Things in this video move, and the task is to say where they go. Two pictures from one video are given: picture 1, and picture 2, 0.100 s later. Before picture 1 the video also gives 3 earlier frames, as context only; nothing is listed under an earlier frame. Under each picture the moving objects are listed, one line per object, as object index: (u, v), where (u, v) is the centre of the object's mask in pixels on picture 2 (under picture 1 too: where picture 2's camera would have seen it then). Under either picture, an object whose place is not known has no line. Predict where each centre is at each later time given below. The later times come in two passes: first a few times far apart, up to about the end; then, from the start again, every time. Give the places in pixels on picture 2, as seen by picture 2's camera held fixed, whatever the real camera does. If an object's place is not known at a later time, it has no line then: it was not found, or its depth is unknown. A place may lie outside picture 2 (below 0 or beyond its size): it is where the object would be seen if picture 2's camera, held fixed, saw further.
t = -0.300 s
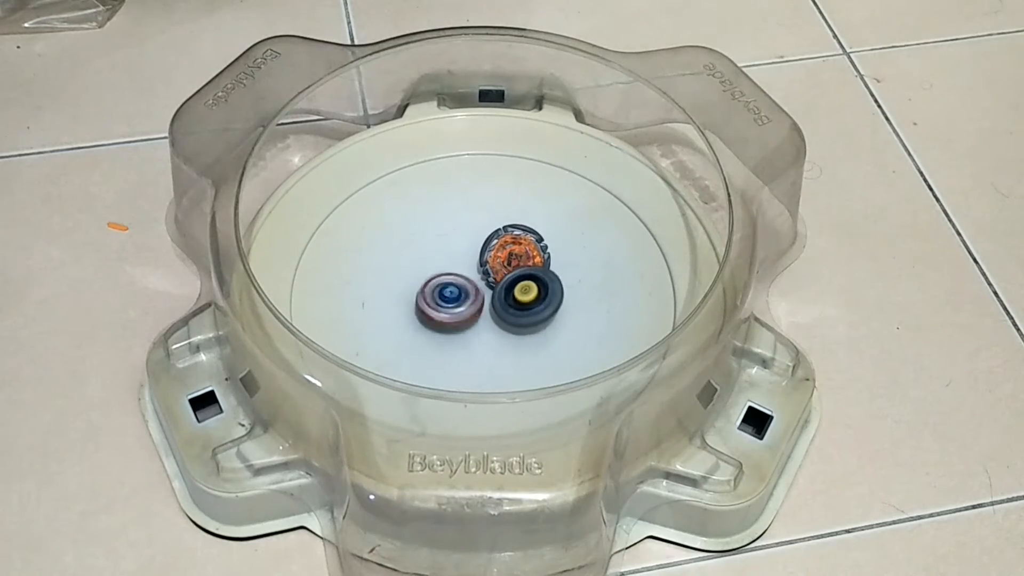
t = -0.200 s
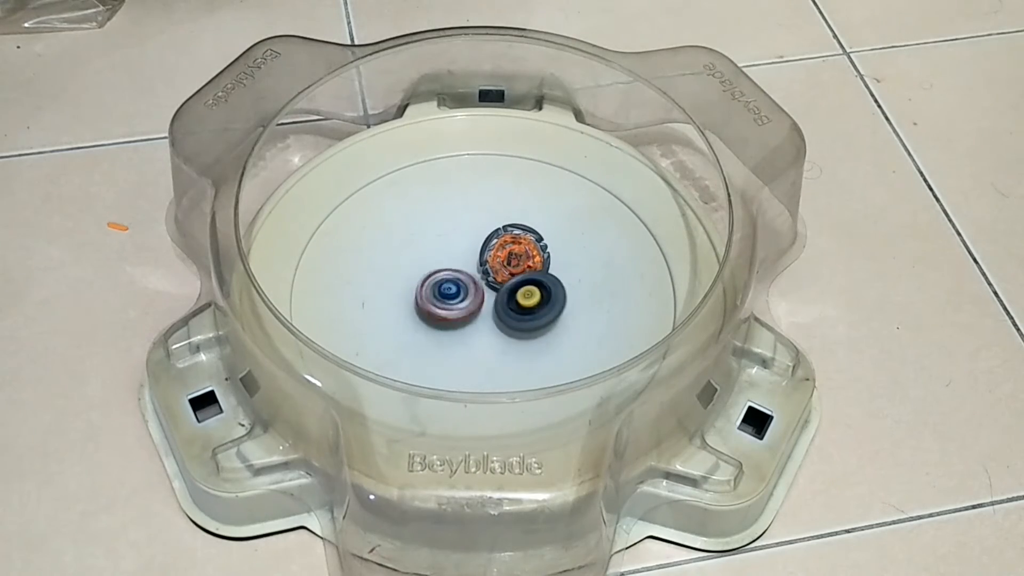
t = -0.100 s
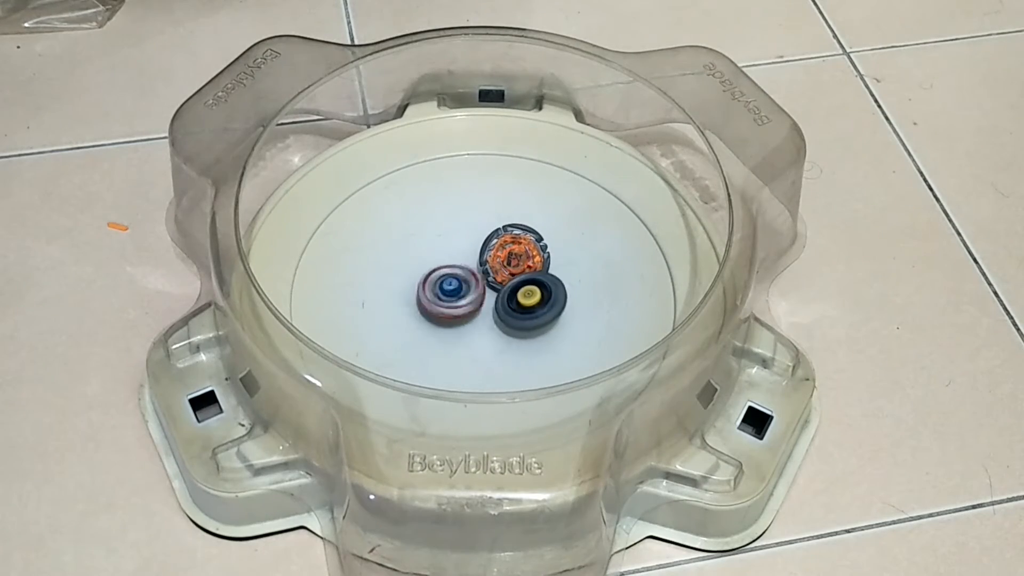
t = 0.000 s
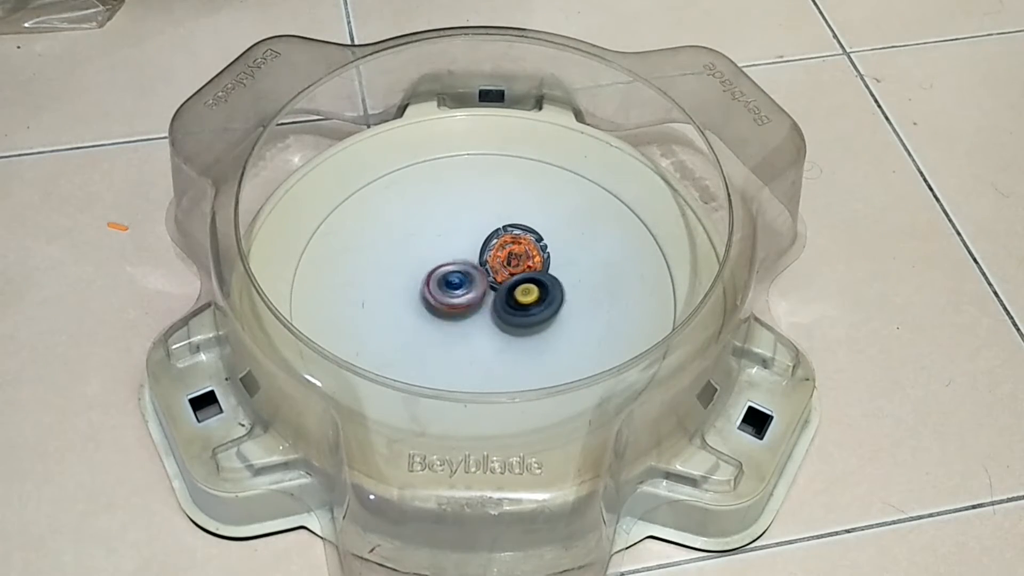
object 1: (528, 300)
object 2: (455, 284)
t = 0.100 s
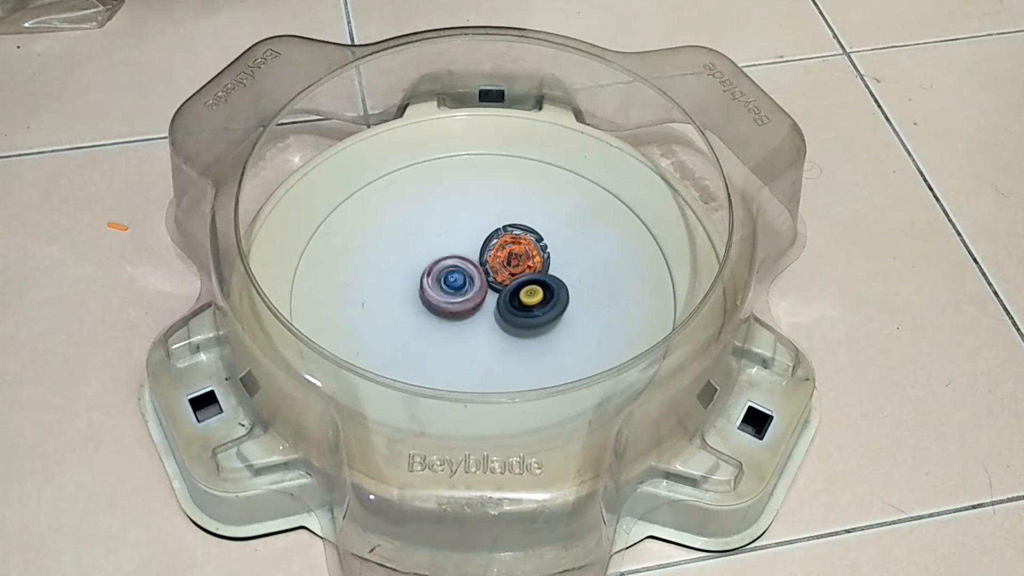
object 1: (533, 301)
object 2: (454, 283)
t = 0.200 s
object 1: (526, 302)
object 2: (453, 284)
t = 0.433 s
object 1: (517, 310)
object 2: (445, 284)
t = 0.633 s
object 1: (526, 314)
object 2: (438, 289)
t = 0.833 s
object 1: (523, 312)
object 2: (443, 292)
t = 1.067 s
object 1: (556, 319)
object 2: (423, 277)
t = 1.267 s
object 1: (521, 309)
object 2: (443, 272)
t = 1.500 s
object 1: (519, 311)
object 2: (437, 261)
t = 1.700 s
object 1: (508, 308)
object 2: (446, 265)
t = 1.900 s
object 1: (509, 317)
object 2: (454, 272)
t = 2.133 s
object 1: (514, 314)
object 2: (453, 281)
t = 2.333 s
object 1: (515, 310)
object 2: (454, 284)
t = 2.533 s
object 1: (517, 302)
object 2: (454, 276)
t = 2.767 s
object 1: (521, 303)
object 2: (453, 276)
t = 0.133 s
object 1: (531, 300)
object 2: (452, 281)
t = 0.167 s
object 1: (528, 301)
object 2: (451, 283)
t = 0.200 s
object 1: (526, 302)
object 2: (453, 284)
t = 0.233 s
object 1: (522, 304)
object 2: (456, 282)
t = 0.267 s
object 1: (522, 306)
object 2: (455, 281)
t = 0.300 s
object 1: (523, 308)
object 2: (450, 283)
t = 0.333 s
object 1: (522, 309)
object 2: (449, 284)
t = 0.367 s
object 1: (521, 310)
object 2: (448, 284)
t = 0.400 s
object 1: (519, 310)
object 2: (447, 283)
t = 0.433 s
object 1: (517, 310)
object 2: (445, 284)
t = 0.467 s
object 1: (514, 310)
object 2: (446, 289)
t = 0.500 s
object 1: (514, 311)
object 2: (447, 288)
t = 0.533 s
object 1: (520, 313)
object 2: (441, 287)
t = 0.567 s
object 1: (525, 313)
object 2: (437, 287)
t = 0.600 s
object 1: (525, 316)
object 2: (437, 288)
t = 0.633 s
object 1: (526, 314)
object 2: (438, 289)
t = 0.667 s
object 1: (525, 314)
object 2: (440, 286)
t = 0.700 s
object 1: (523, 314)
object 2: (440, 286)
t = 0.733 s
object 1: (521, 313)
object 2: (442, 287)
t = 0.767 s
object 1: (519, 312)
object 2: (443, 289)
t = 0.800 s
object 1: (516, 311)
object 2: (447, 291)
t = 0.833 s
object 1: (523, 312)
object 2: (443, 292)
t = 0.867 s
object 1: (537, 315)
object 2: (432, 287)
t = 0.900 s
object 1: (549, 318)
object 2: (423, 284)
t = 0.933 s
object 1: (557, 318)
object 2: (421, 281)
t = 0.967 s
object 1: (561, 321)
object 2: (421, 281)
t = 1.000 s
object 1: (562, 320)
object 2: (422, 280)
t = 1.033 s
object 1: (559, 320)
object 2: (423, 277)
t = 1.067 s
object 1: (556, 319)
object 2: (423, 277)
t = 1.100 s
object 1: (551, 317)
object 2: (425, 277)
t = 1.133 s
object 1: (545, 315)
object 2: (429, 277)
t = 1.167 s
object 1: (539, 316)
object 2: (434, 274)
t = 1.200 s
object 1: (533, 311)
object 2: (438, 272)
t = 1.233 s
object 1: (526, 312)
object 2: (440, 272)
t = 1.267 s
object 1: (521, 309)
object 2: (443, 272)
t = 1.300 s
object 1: (516, 306)
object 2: (448, 270)
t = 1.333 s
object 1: (511, 304)
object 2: (449, 269)
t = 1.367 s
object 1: (508, 303)
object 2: (449, 269)
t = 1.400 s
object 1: (513, 306)
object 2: (444, 265)
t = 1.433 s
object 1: (516, 310)
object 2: (439, 263)
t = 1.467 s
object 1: (519, 310)
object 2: (437, 262)
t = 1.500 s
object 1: (519, 311)
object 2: (437, 261)
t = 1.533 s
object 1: (517, 311)
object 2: (436, 261)
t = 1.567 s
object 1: (516, 311)
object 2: (438, 262)
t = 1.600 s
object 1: (513, 314)
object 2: (440, 262)
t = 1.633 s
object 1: (511, 313)
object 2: (442, 263)
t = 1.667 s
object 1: (510, 309)
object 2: (444, 264)
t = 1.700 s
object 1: (508, 308)
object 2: (446, 265)
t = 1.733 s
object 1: (505, 306)
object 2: (447, 268)
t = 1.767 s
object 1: (502, 309)
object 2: (449, 271)
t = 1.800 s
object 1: (505, 308)
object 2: (451, 270)
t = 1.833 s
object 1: (505, 313)
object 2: (453, 272)
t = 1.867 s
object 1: (506, 315)
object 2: (453, 273)
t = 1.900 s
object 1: (509, 317)
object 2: (454, 272)
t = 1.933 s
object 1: (511, 318)
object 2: (453, 274)
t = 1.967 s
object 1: (512, 317)
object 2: (455, 274)
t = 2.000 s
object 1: (511, 316)
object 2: (455, 275)
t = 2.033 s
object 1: (510, 315)
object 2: (458, 277)
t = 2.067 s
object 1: (512, 315)
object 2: (456, 278)
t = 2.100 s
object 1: (514, 314)
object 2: (453, 277)
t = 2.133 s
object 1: (514, 314)
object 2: (453, 281)
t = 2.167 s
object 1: (514, 312)
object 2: (454, 282)
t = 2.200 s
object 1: (514, 312)
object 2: (454, 282)
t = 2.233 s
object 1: (515, 312)
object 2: (454, 284)
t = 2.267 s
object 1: (515, 311)
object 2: (453, 284)
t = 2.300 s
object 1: (516, 311)
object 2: (453, 284)
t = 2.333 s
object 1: (515, 310)
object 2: (454, 284)
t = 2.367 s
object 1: (516, 305)
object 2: (455, 283)
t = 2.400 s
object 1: (514, 303)
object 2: (455, 283)
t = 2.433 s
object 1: (514, 302)
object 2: (455, 281)
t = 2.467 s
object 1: (515, 302)
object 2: (454, 280)
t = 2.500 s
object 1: (516, 302)
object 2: (454, 278)
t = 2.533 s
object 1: (517, 302)
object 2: (454, 276)
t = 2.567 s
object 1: (518, 301)
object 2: (455, 276)
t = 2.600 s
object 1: (518, 301)
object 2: (455, 278)
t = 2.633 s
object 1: (518, 300)
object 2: (455, 279)
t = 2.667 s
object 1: (516, 300)
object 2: (455, 279)
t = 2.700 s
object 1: (517, 301)
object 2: (454, 278)
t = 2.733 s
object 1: (519, 303)
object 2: (452, 276)
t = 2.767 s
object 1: (521, 303)
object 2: (453, 276)
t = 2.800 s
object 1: (521, 303)
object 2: (454, 275)
